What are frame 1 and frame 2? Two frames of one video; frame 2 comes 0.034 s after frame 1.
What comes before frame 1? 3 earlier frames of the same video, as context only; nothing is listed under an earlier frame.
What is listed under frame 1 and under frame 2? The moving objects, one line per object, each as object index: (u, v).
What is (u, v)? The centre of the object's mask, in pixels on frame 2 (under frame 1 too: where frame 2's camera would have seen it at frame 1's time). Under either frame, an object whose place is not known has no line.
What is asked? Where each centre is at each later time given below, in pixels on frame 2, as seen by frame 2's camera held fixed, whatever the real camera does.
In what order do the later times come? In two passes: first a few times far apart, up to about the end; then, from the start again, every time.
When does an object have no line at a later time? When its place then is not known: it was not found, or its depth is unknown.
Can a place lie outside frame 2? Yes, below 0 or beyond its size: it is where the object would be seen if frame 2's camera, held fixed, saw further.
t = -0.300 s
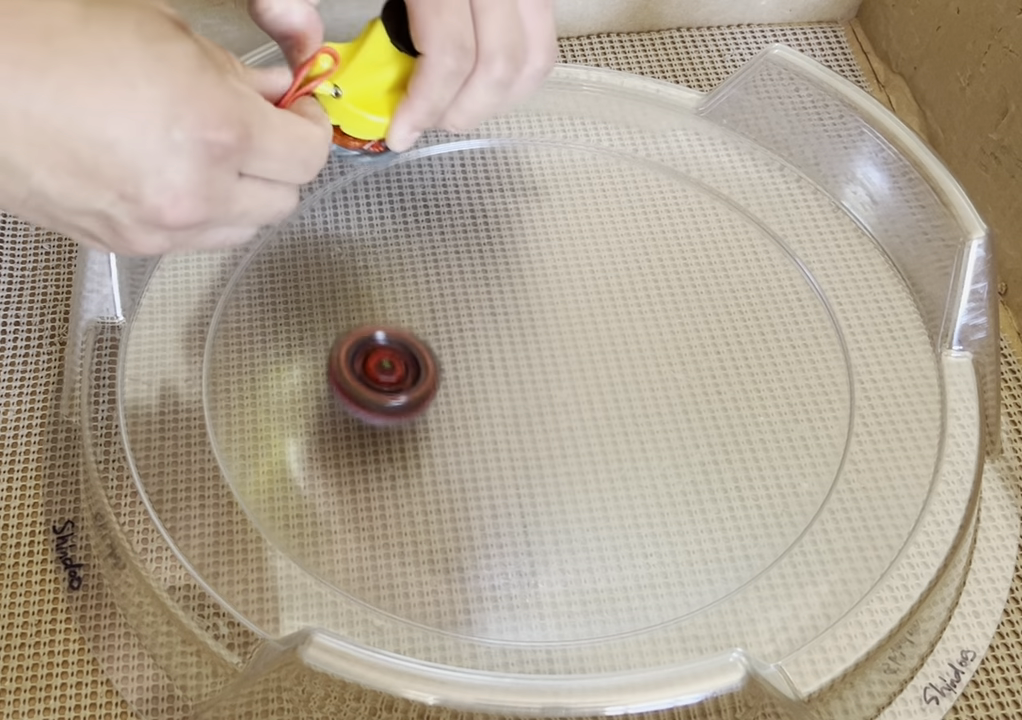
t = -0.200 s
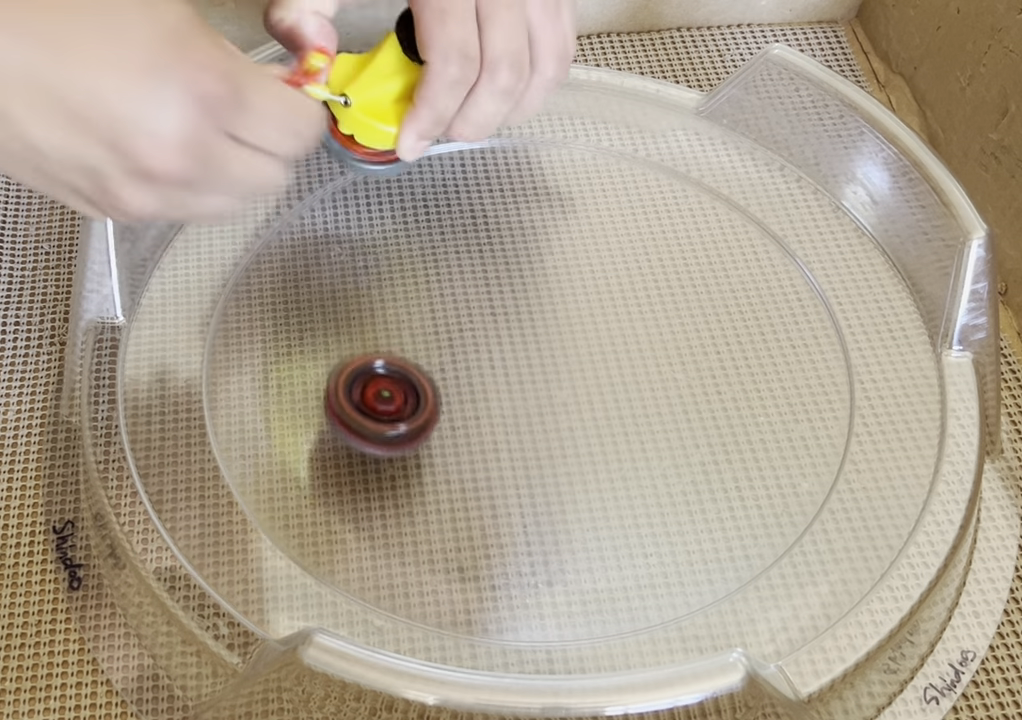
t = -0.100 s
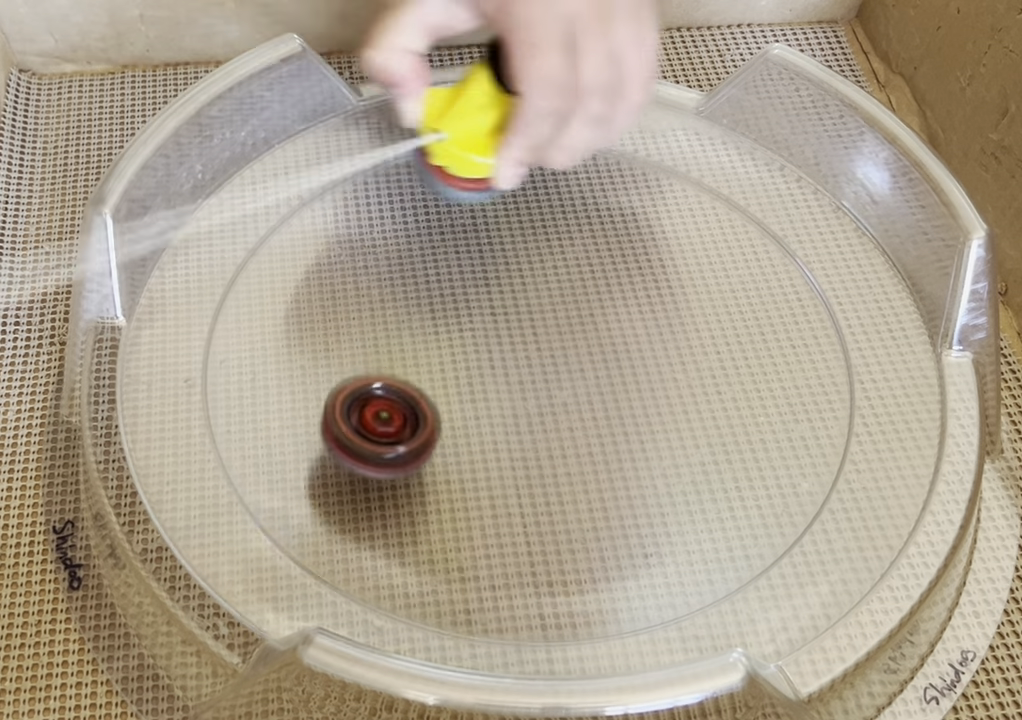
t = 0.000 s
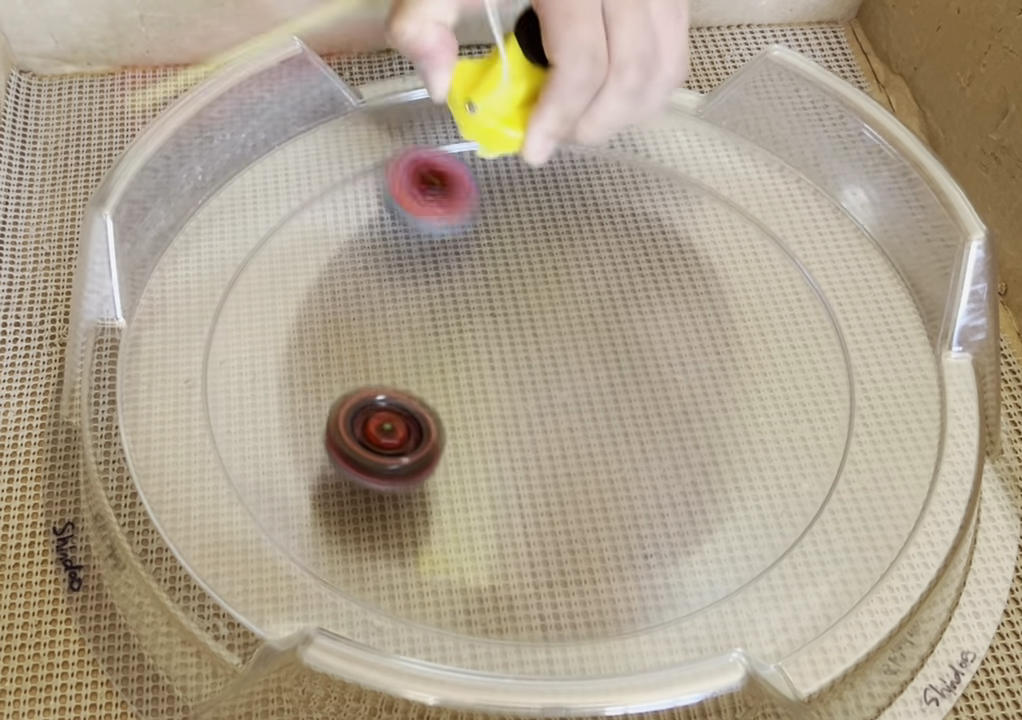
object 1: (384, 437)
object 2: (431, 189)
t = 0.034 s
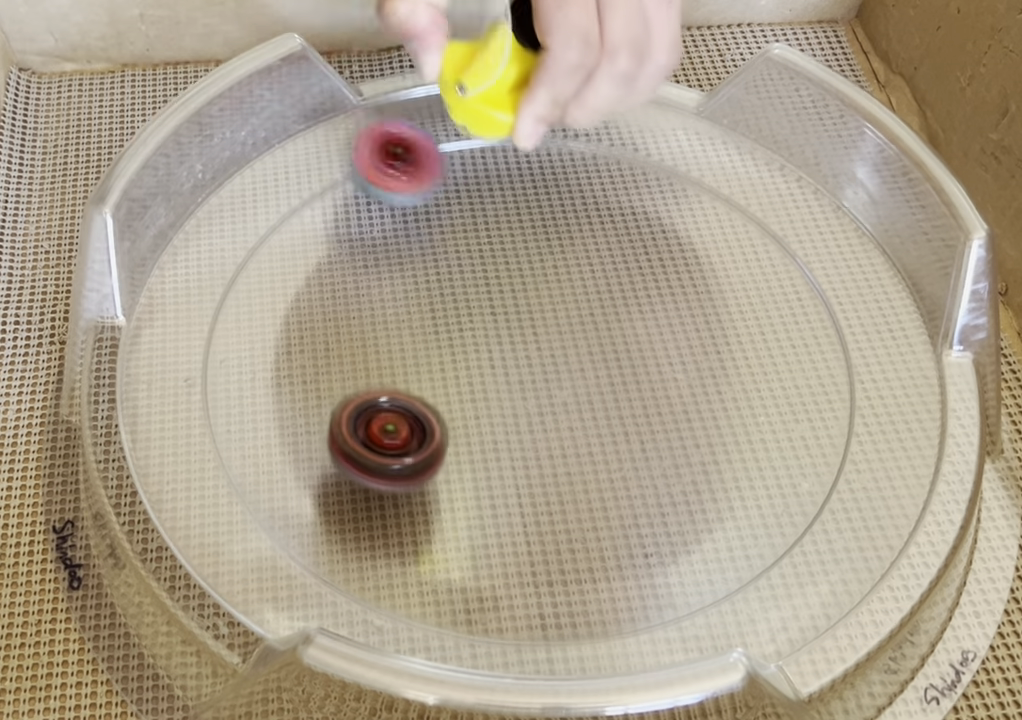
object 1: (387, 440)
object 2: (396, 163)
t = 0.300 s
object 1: (451, 454)
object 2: (363, 305)
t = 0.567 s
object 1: (507, 529)
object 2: (674, 107)
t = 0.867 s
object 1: (521, 493)
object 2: (404, 130)
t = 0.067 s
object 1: (391, 442)
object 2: (362, 153)
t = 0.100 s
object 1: (395, 444)
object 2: (332, 141)
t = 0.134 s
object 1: (402, 445)
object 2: (321, 140)
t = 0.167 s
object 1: (410, 447)
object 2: (318, 162)
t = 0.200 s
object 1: (419, 449)
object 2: (319, 188)
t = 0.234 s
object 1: (429, 450)
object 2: (323, 218)
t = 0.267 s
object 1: (439, 453)
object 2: (334, 261)
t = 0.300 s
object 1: (451, 454)
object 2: (363, 305)
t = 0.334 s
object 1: (464, 457)
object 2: (407, 345)
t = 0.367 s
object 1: (476, 459)
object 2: (468, 367)
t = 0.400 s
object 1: (489, 485)
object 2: (538, 356)
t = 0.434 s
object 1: (498, 498)
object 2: (605, 323)
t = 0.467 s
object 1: (503, 509)
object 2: (655, 274)
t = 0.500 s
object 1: (506, 518)
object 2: (685, 221)
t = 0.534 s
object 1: (506, 525)
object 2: (696, 161)
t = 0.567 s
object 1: (507, 529)
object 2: (674, 107)
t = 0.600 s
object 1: (506, 531)
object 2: (652, 81)
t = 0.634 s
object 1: (505, 531)
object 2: (594, 77)
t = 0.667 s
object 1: (504, 530)
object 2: (539, 82)
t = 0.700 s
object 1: (503, 528)
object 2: (496, 79)
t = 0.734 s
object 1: (503, 525)
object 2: (465, 76)
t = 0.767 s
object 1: (505, 520)
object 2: (440, 77)
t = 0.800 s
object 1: (508, 512)
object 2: (425, 86)
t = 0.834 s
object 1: (513, 503)
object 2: (412, 105)
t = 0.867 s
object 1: (521, 493)
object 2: (404, 130)
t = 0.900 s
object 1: (529, 482)
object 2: (400, 165)
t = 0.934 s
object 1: (540, 471)
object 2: (398, 208)
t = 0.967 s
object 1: (552, 460)
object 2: (406, 261)
